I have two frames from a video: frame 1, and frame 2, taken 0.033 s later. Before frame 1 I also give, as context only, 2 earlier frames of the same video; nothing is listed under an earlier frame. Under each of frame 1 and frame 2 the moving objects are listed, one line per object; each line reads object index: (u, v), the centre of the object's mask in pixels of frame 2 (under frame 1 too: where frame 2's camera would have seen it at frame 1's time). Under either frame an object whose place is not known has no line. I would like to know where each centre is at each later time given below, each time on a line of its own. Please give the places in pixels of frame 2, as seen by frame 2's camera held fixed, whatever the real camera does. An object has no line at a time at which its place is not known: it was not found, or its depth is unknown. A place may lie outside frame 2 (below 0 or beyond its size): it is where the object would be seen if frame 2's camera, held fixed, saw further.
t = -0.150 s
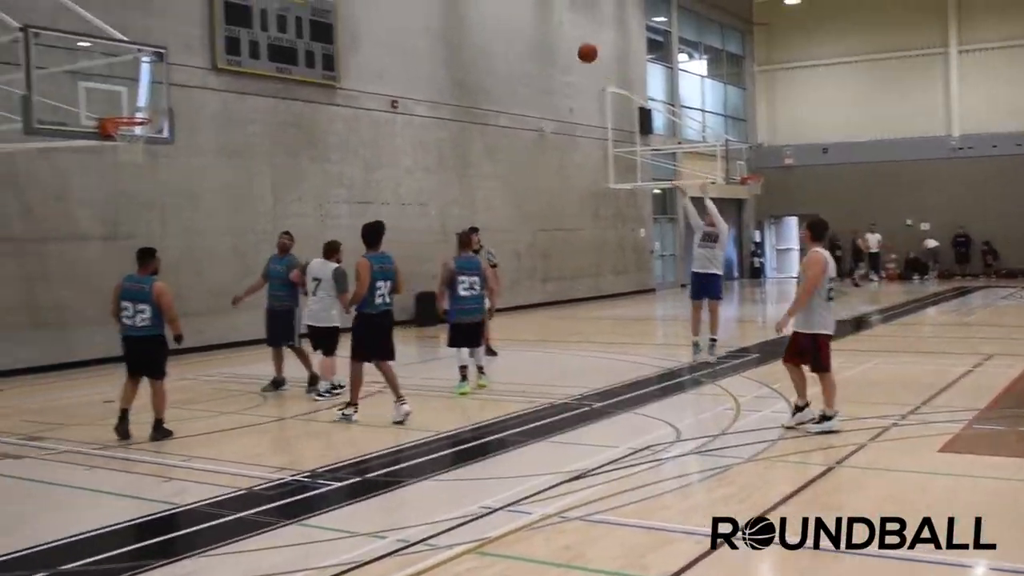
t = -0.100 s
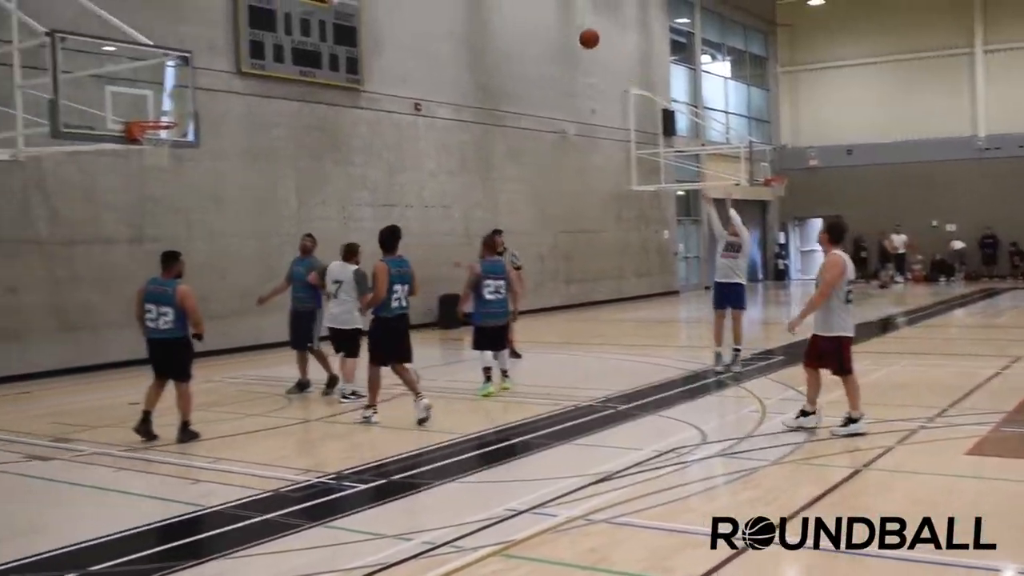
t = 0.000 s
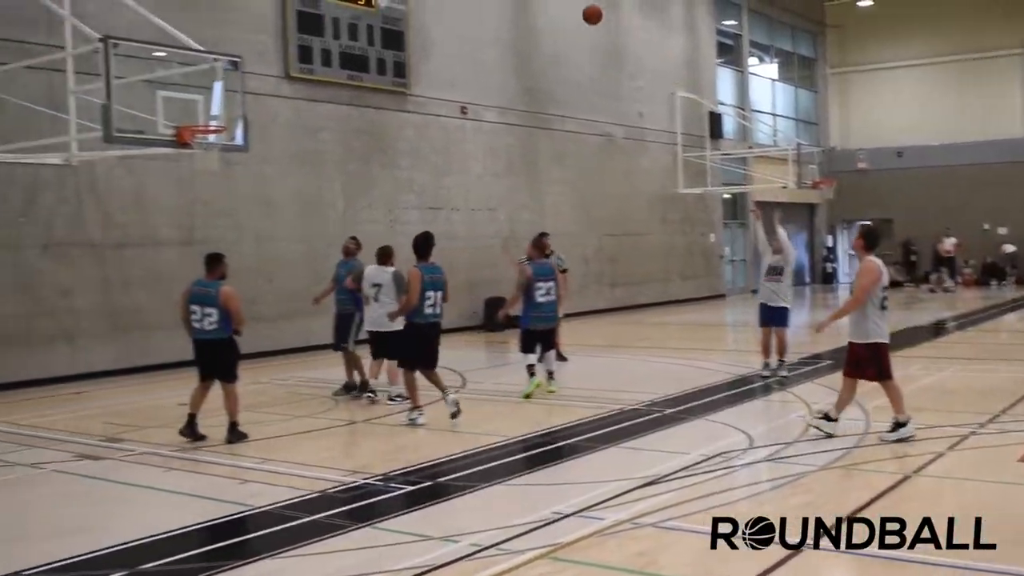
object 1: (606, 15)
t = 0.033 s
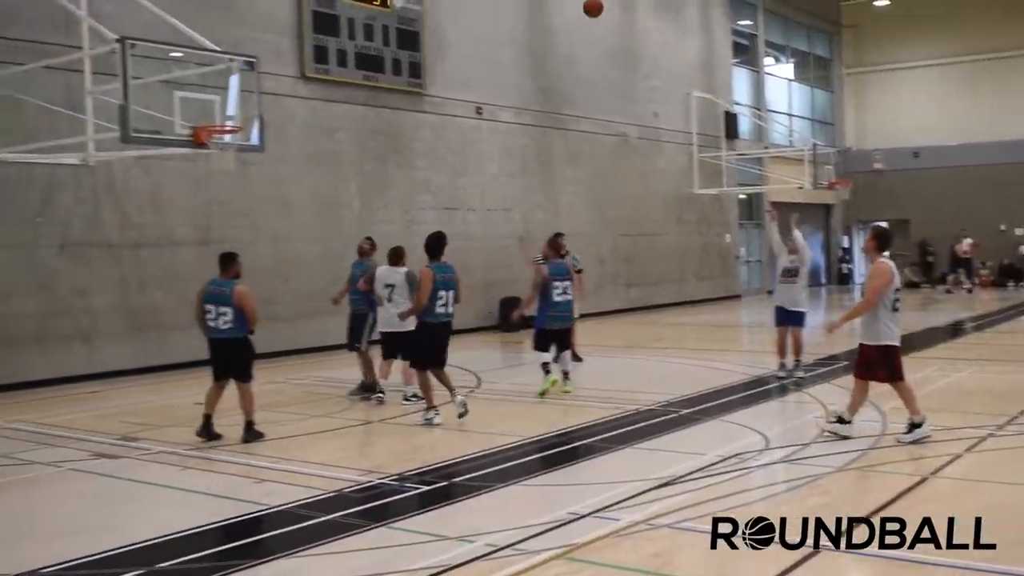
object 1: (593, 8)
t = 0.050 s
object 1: (587, 6)
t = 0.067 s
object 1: (580, 5)
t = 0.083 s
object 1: (576, 4)
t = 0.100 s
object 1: (569, 3)
